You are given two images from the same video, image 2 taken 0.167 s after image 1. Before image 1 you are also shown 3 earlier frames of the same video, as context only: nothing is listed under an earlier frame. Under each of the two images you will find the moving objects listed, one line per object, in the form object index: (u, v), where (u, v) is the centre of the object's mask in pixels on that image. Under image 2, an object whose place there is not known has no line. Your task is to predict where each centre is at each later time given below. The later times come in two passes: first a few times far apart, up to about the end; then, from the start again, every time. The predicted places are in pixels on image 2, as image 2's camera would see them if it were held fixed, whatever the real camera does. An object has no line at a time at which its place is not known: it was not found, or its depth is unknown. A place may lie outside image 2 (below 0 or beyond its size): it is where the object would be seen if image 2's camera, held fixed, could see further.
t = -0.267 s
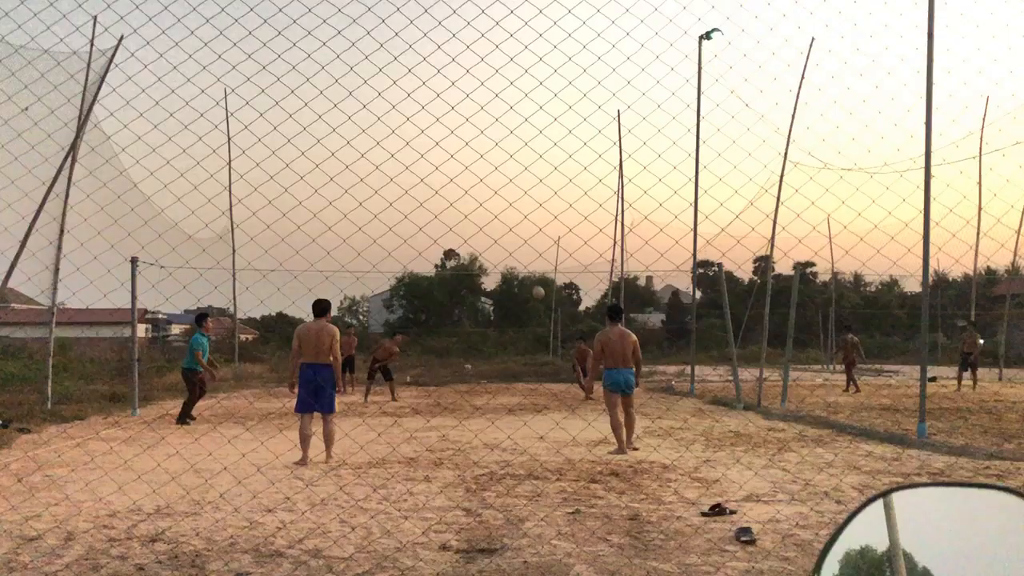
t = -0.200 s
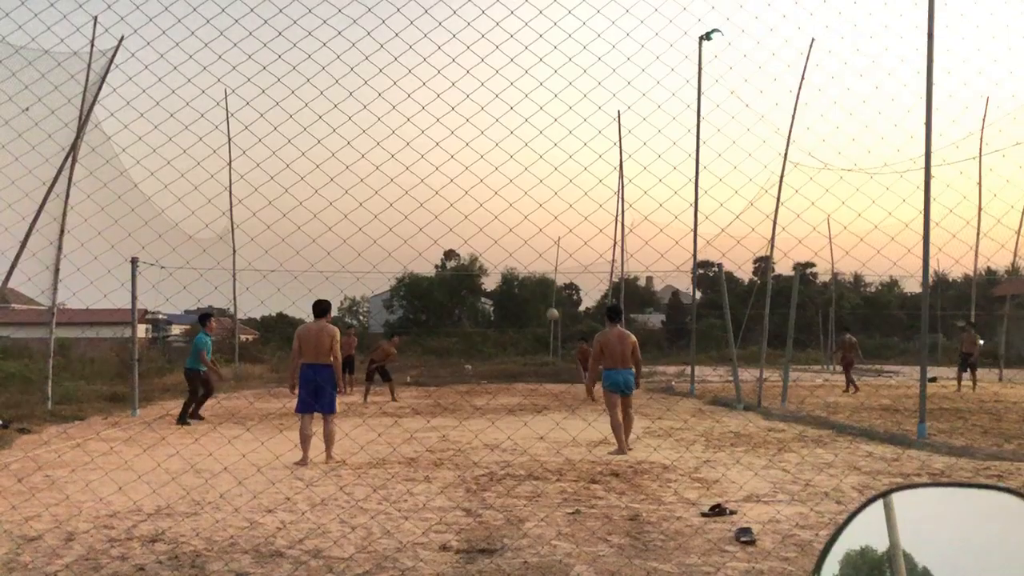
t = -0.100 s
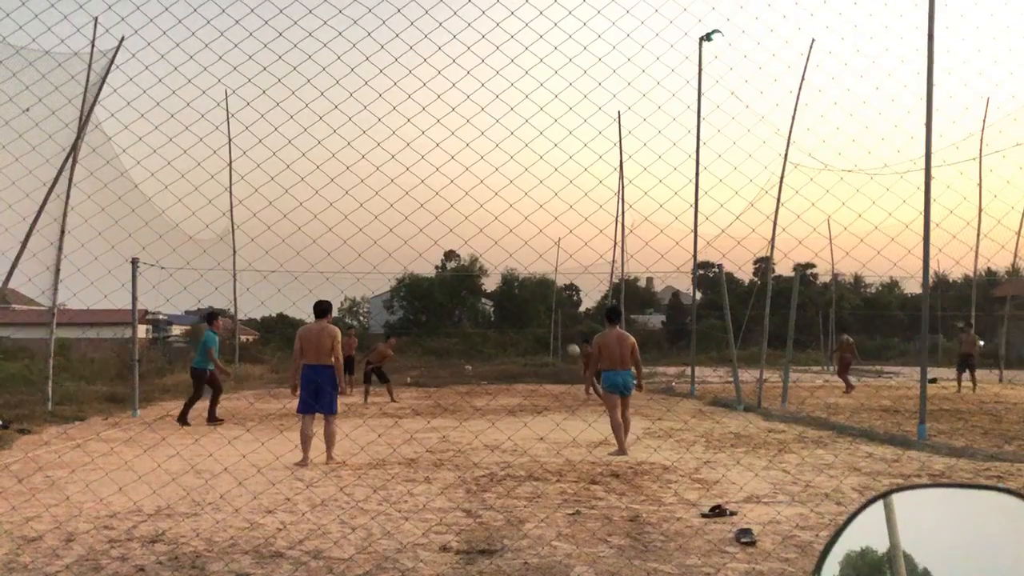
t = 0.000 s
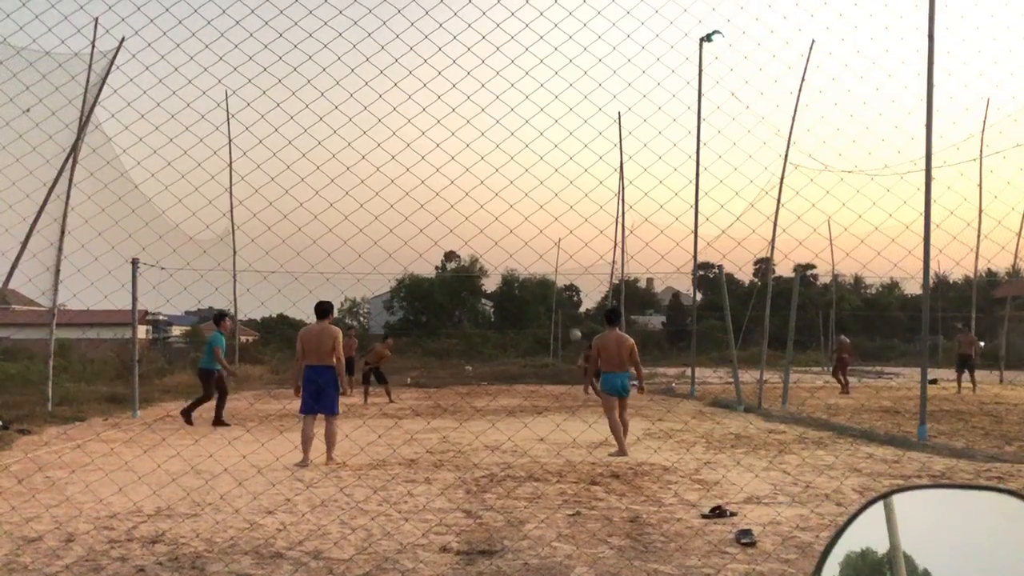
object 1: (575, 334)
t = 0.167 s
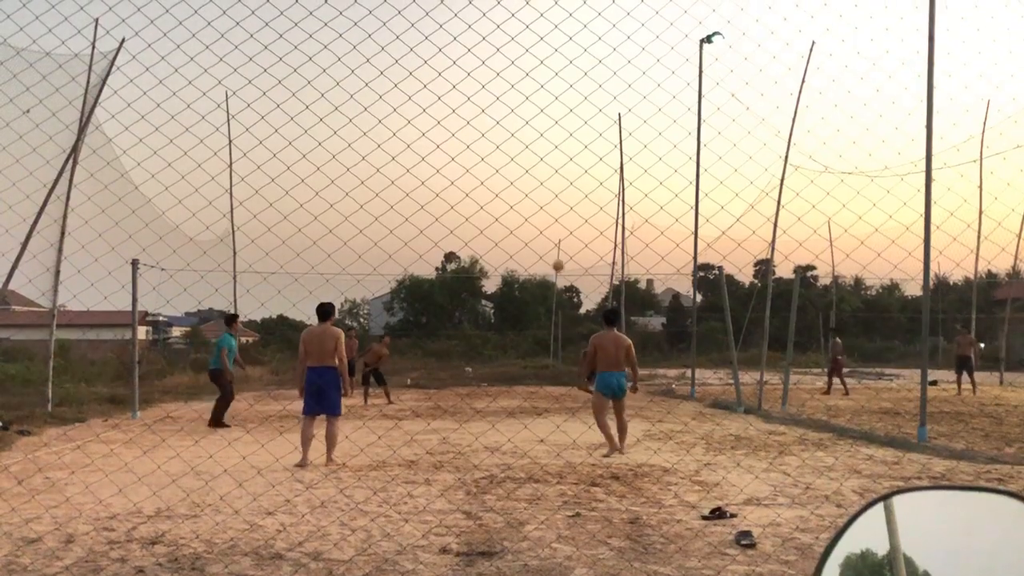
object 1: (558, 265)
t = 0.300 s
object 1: (544, 218)
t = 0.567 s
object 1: (514, 149)
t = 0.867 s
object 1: (478, 115)
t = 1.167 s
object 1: (438, 136)
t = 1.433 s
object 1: (398, 205)
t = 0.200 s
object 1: (554, 253)
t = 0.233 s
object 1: (551, 241)
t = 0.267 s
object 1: (547, 229)
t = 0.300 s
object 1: (544, 218)
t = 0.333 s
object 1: (540, 208)
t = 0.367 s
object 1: (537, 198)
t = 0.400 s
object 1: (533, 188)
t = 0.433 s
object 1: (530, 179)
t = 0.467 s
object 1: (526, 171)
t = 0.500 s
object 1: (522, 163)
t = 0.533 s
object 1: (518, 156)
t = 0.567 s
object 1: (514, 149)
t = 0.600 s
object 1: (511, 143)
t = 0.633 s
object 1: (507, 137)
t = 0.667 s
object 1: (503, 132)
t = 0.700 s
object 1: (499, 128)
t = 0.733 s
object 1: (495, 124)
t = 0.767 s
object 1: (491, 121)
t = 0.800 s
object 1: (487, 118)
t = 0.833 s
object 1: (483, 116)
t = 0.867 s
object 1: (478, 115)
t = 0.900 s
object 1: (474, 115)
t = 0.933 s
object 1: (470, 115)
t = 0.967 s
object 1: (466, 116)
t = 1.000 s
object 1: (461, 117)
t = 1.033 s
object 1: (457, 119)
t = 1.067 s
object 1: (452, 122)
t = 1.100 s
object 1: (448, 126)
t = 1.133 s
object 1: (443, 130)
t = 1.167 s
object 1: (438, 136)
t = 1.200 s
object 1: (434, 141)
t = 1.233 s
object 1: (429, 148)
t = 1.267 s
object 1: (424, 156)
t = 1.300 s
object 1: (419, 164)
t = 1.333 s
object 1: (414, 173)
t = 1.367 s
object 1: (408, 183)
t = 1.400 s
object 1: (403, 194)
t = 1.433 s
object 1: (398, 205)
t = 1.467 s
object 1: (392, 218)
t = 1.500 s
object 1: (387, 231)
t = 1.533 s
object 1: (381, 245)
